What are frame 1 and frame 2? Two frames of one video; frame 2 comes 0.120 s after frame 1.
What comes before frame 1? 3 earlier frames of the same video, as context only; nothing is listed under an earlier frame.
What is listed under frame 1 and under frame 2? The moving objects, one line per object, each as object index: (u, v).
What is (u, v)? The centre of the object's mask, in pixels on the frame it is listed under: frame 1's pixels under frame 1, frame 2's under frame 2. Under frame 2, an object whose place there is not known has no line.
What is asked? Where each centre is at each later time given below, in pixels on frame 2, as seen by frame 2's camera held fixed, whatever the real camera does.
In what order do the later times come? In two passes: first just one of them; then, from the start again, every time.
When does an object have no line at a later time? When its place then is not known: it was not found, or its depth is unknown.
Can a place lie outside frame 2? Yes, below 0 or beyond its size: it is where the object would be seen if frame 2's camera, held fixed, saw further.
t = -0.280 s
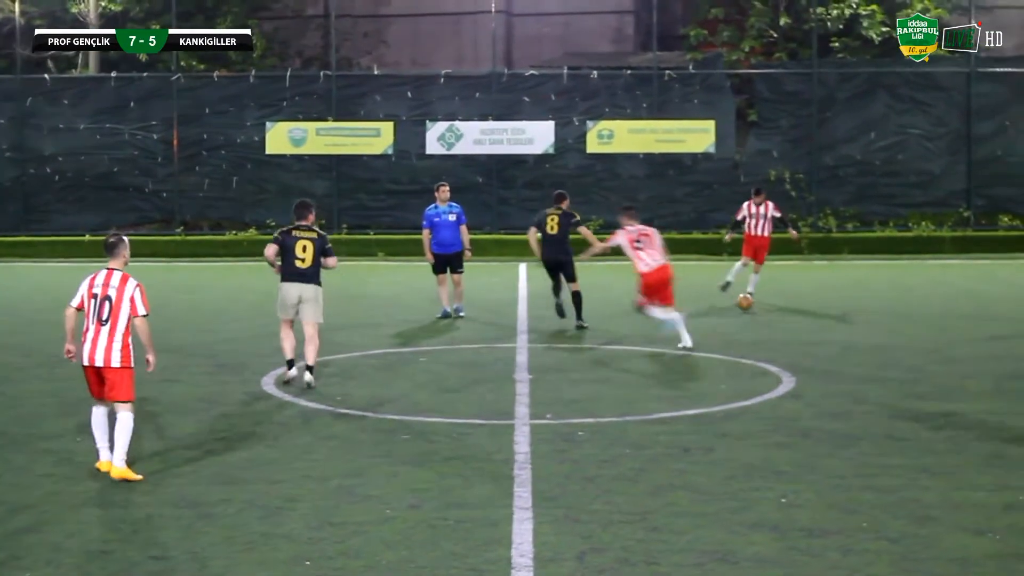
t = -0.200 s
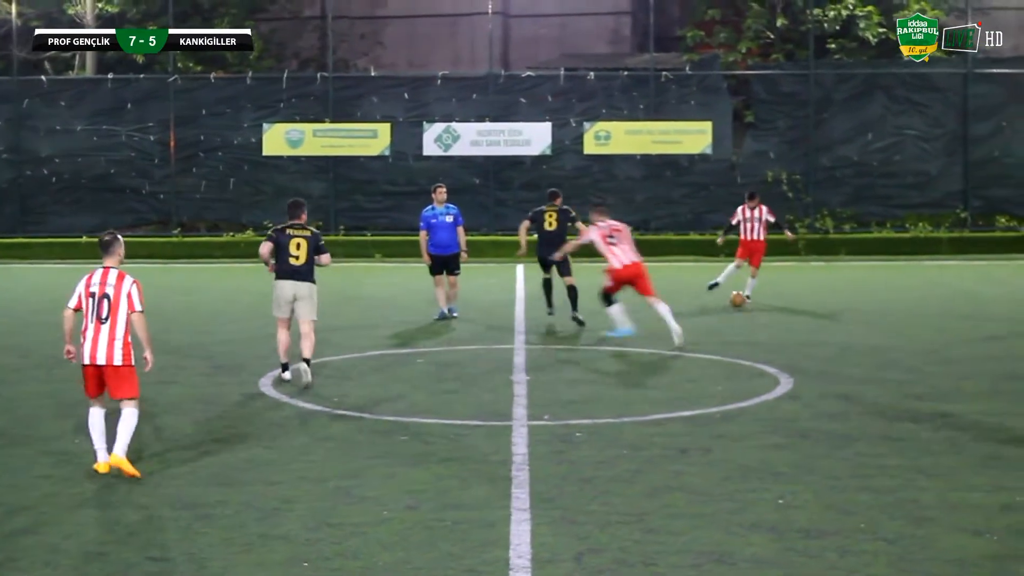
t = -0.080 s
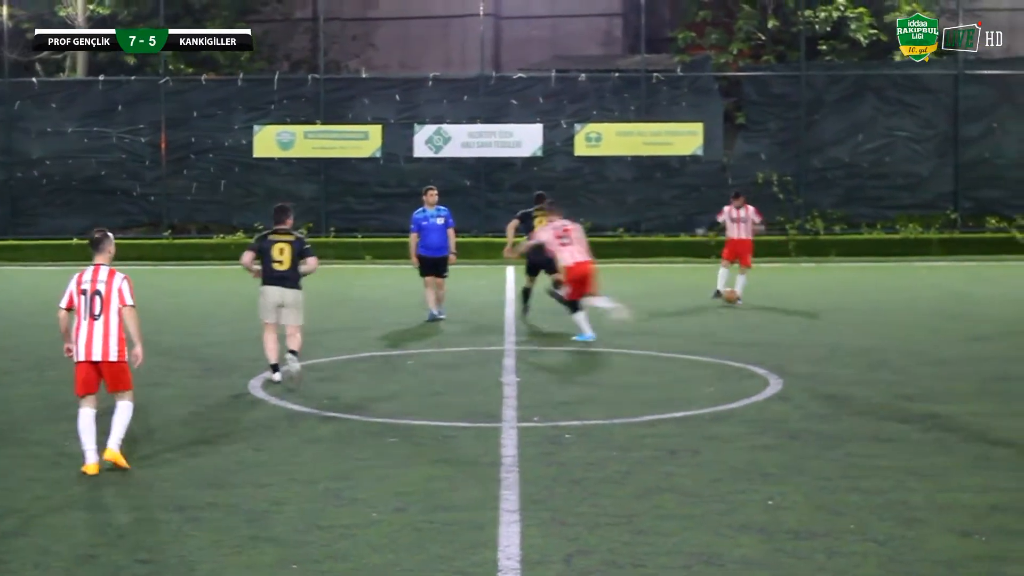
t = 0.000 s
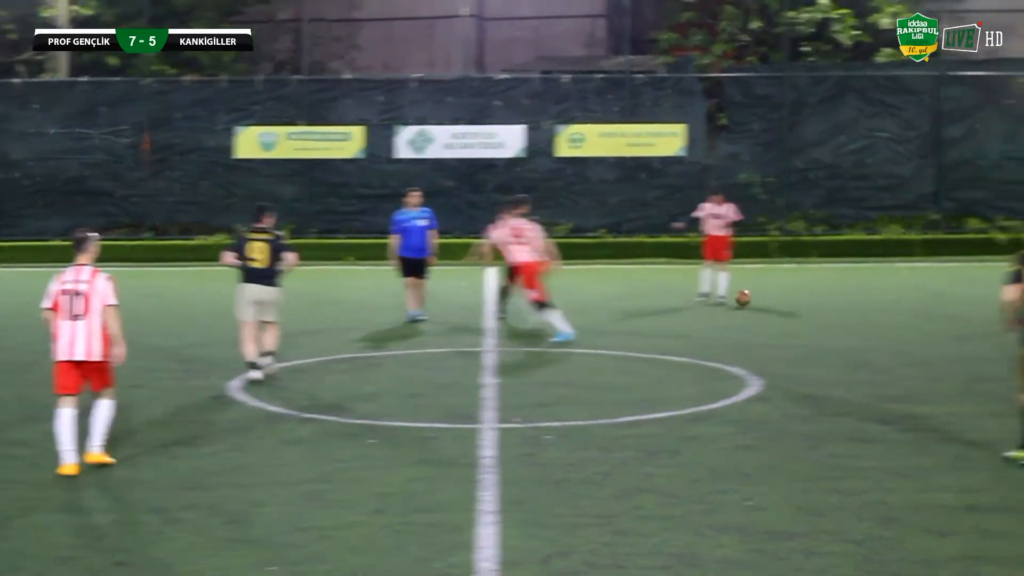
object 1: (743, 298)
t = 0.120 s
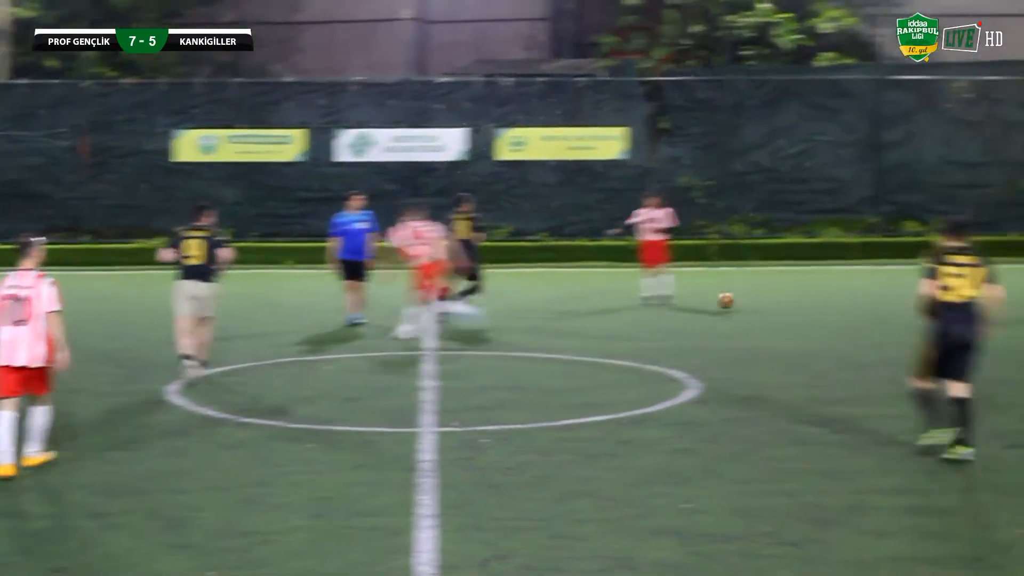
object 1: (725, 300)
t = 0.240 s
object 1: (761, 302)
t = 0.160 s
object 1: (739, 300)
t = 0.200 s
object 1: (751, 301)
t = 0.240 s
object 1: (761, 302)
